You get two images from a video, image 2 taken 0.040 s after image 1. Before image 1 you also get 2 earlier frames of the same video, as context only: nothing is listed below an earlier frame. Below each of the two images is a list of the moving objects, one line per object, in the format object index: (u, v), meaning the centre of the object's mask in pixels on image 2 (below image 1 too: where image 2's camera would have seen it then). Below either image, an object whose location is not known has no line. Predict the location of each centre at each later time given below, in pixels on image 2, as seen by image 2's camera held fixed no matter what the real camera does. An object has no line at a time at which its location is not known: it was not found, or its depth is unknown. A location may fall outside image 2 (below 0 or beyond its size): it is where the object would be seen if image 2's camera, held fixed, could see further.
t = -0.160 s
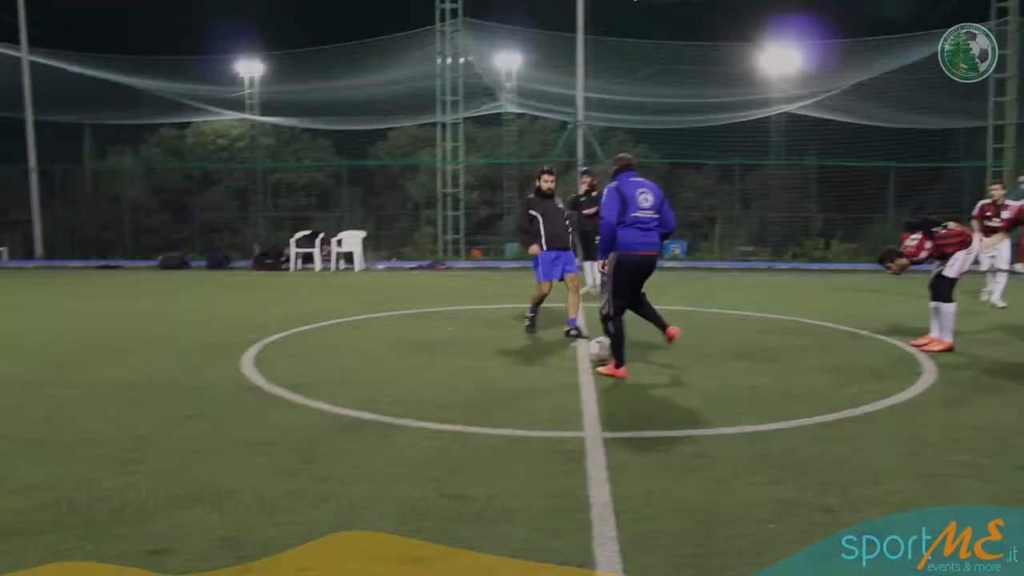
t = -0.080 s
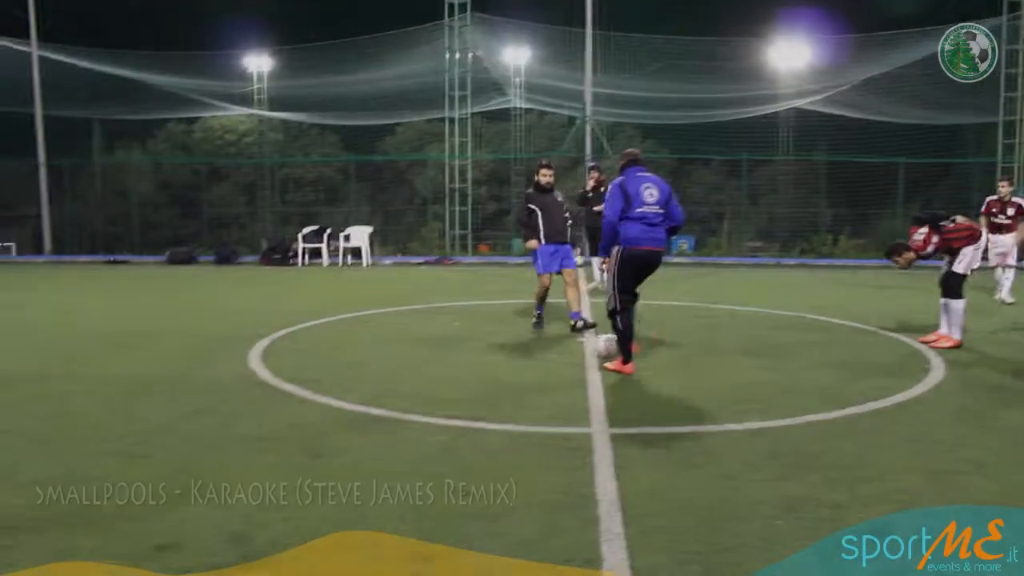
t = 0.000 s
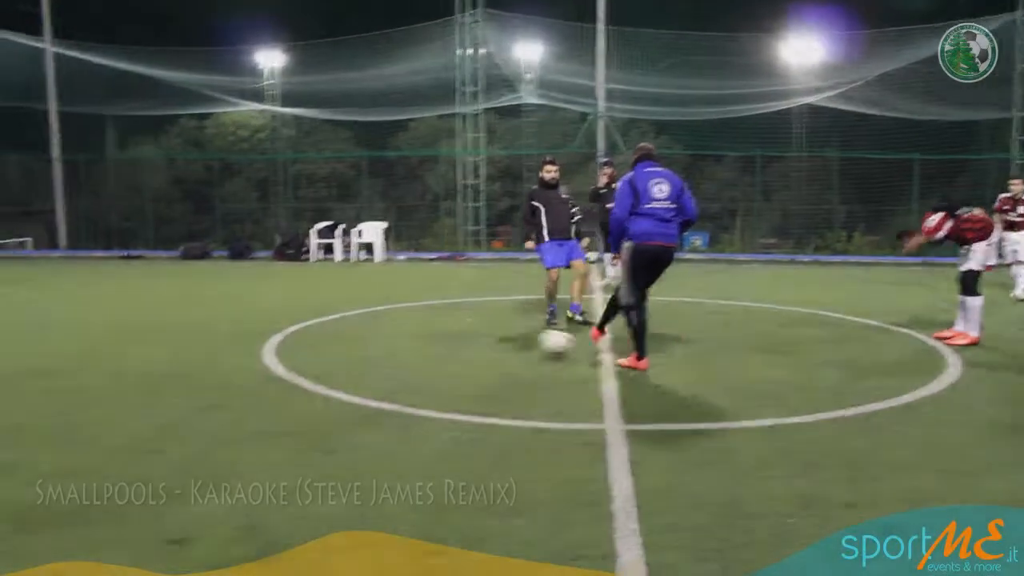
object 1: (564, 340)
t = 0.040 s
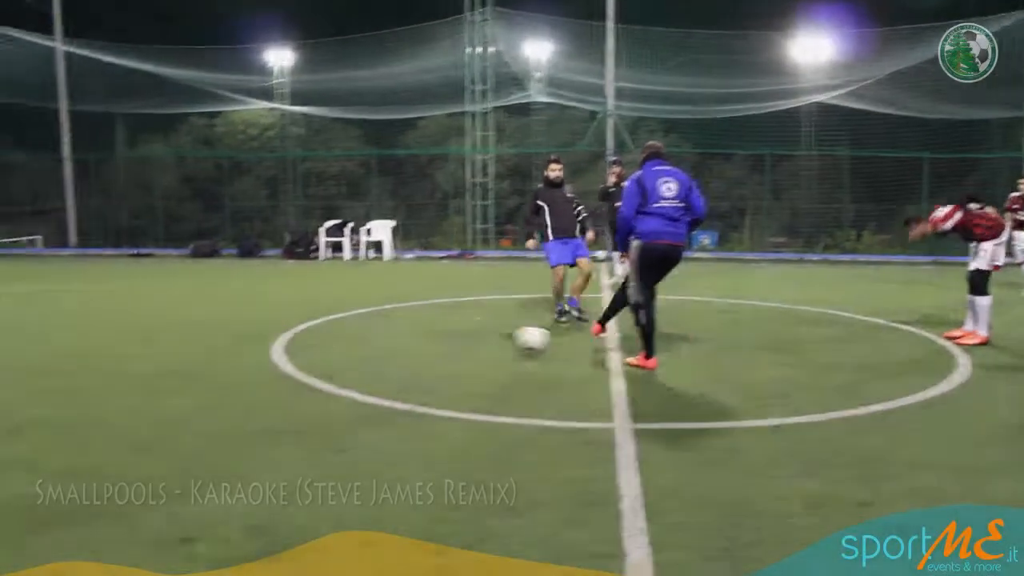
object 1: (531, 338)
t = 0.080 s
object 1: (501, 337)
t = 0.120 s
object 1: (471, 339)
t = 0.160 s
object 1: (444, 337)
